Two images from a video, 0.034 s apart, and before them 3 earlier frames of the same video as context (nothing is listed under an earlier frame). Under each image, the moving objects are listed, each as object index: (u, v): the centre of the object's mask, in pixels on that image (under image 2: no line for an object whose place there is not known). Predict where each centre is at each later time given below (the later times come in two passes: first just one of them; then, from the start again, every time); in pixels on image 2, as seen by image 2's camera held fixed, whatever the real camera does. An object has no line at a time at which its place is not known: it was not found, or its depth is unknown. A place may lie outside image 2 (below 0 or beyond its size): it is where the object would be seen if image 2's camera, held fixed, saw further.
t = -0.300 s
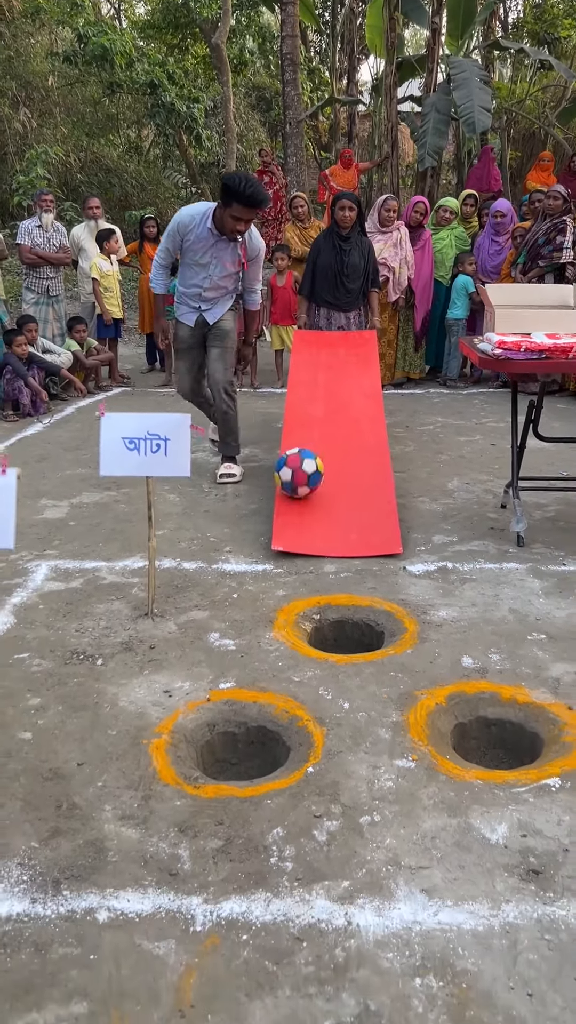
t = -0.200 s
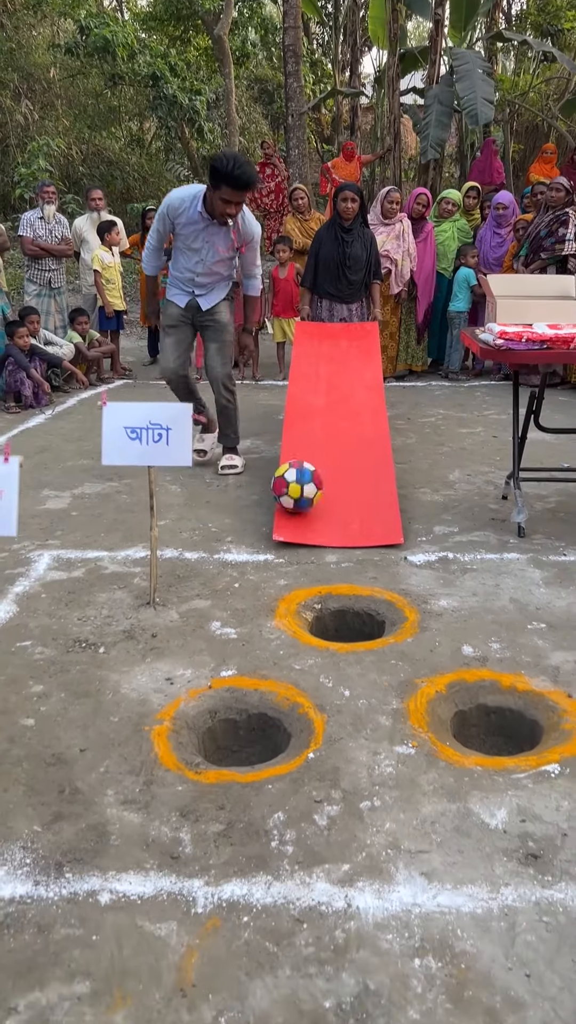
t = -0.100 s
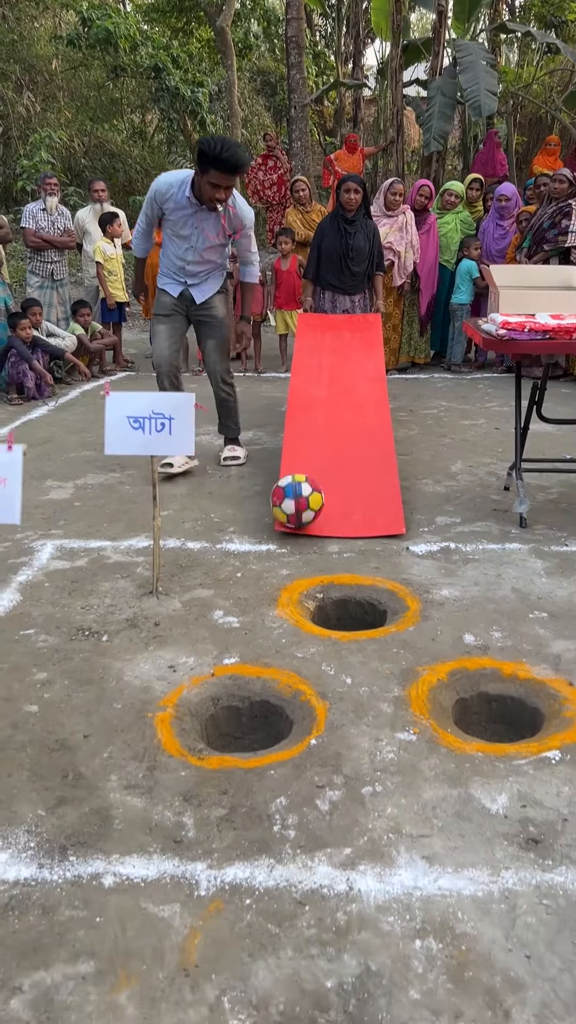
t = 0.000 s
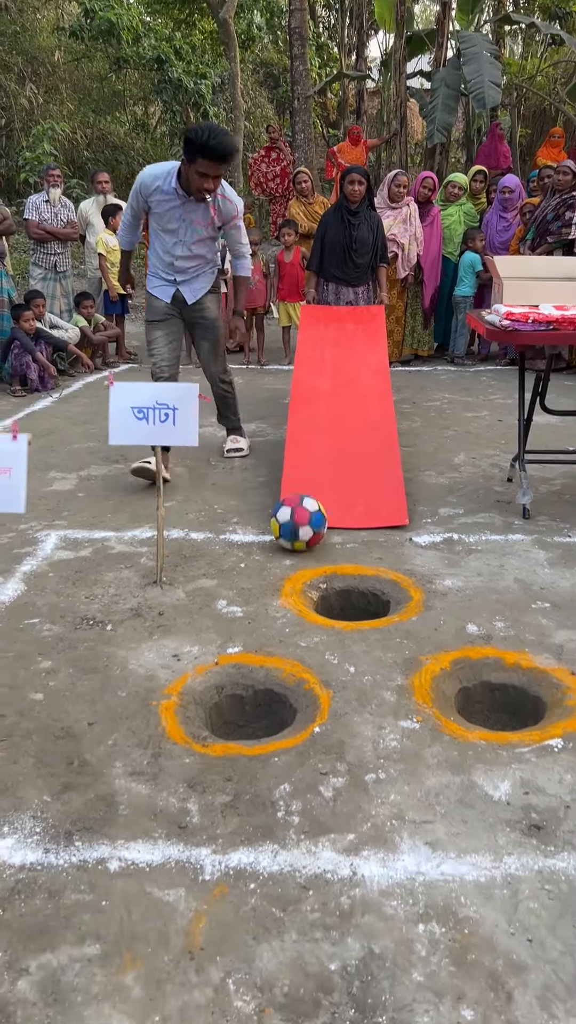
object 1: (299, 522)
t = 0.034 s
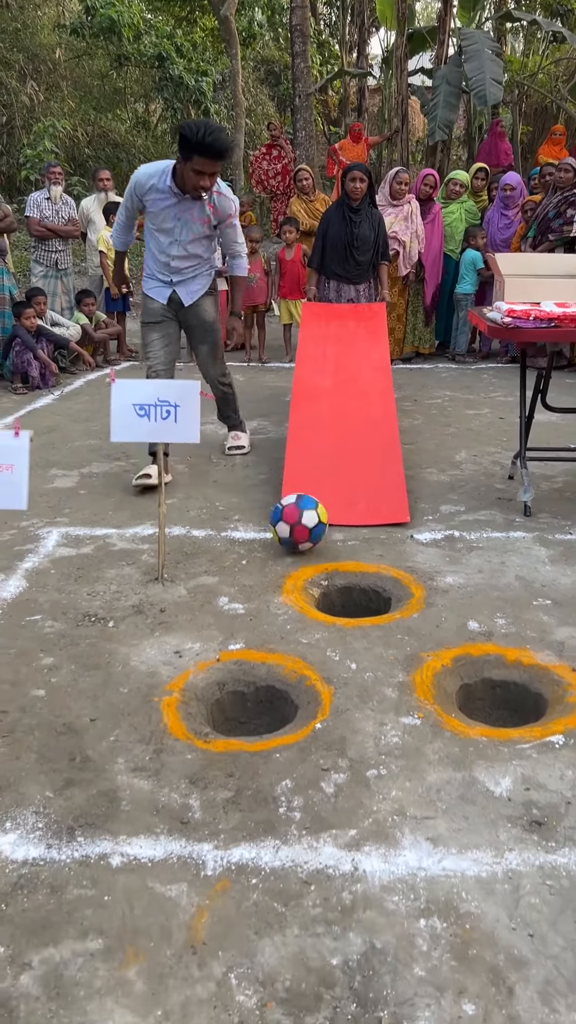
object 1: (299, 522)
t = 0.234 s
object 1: (288, 567)
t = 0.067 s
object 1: (297, 525)
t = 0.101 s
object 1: (295, 530)
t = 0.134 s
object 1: (294, 539)
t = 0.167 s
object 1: (292, 550)
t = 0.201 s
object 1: (290, 560)
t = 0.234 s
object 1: (288, 567)
